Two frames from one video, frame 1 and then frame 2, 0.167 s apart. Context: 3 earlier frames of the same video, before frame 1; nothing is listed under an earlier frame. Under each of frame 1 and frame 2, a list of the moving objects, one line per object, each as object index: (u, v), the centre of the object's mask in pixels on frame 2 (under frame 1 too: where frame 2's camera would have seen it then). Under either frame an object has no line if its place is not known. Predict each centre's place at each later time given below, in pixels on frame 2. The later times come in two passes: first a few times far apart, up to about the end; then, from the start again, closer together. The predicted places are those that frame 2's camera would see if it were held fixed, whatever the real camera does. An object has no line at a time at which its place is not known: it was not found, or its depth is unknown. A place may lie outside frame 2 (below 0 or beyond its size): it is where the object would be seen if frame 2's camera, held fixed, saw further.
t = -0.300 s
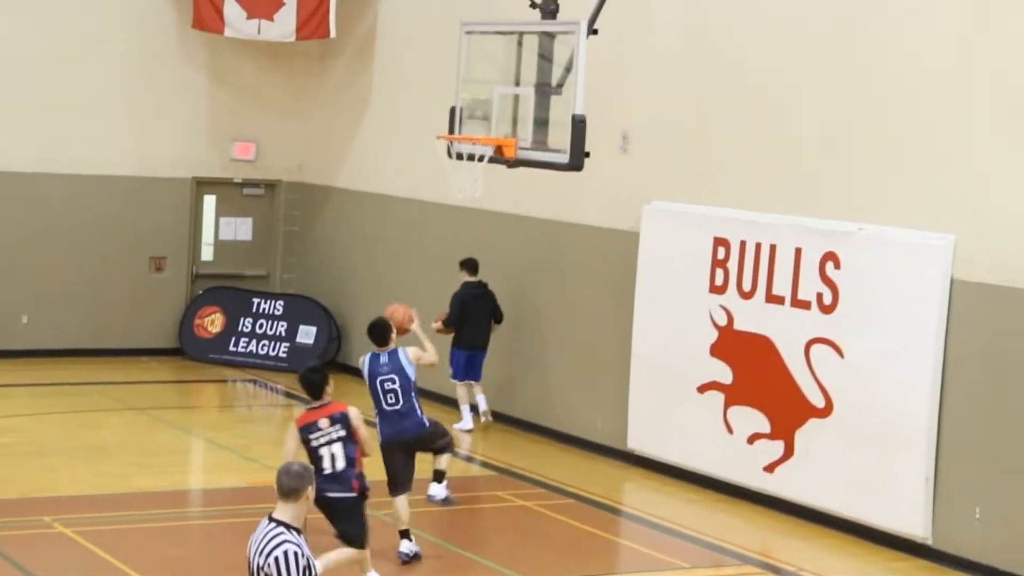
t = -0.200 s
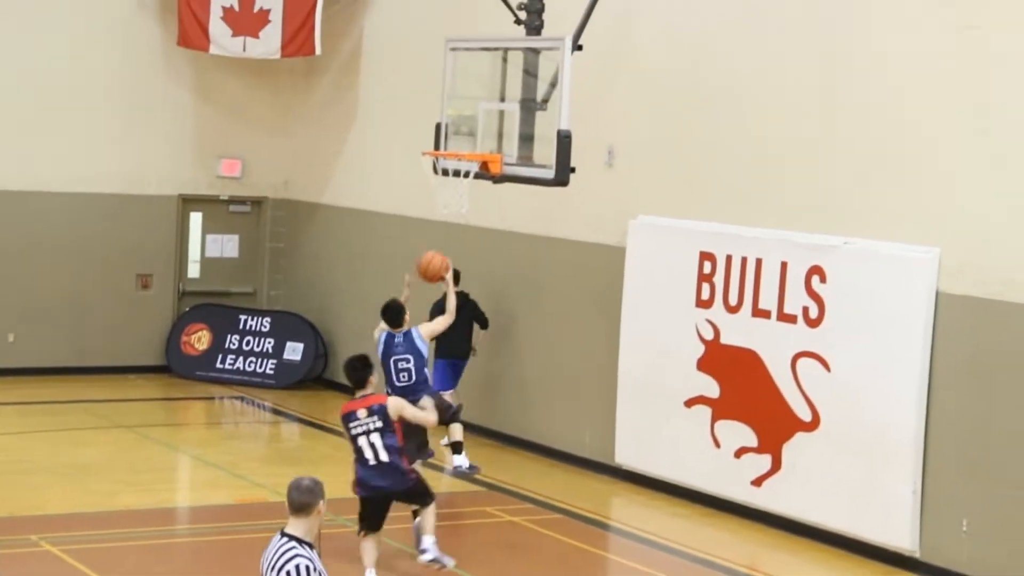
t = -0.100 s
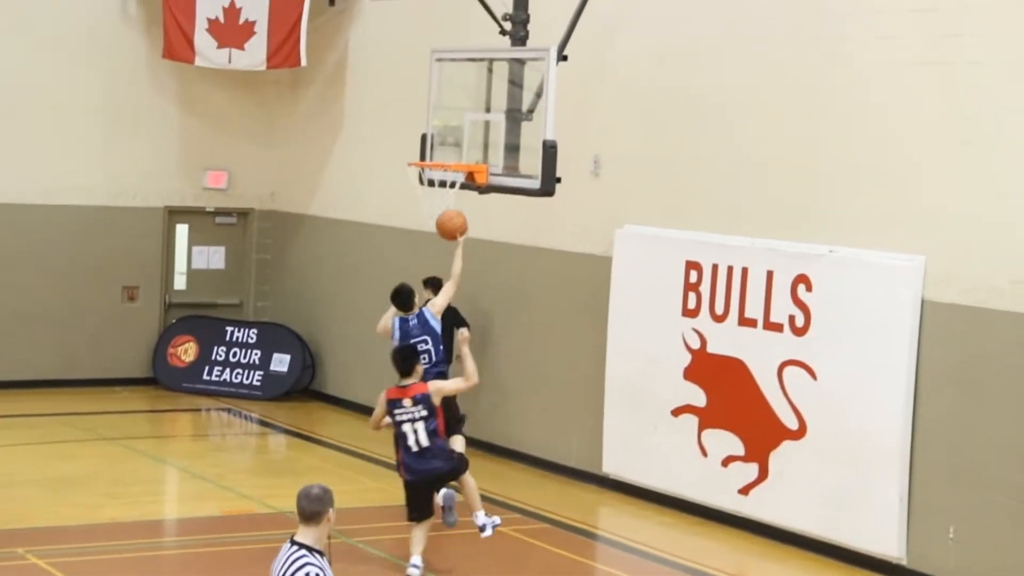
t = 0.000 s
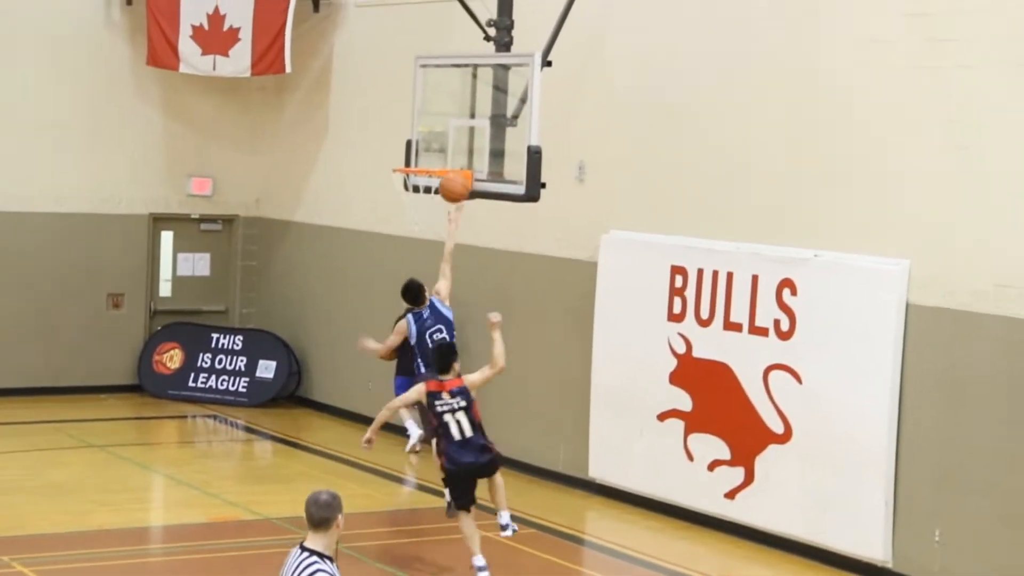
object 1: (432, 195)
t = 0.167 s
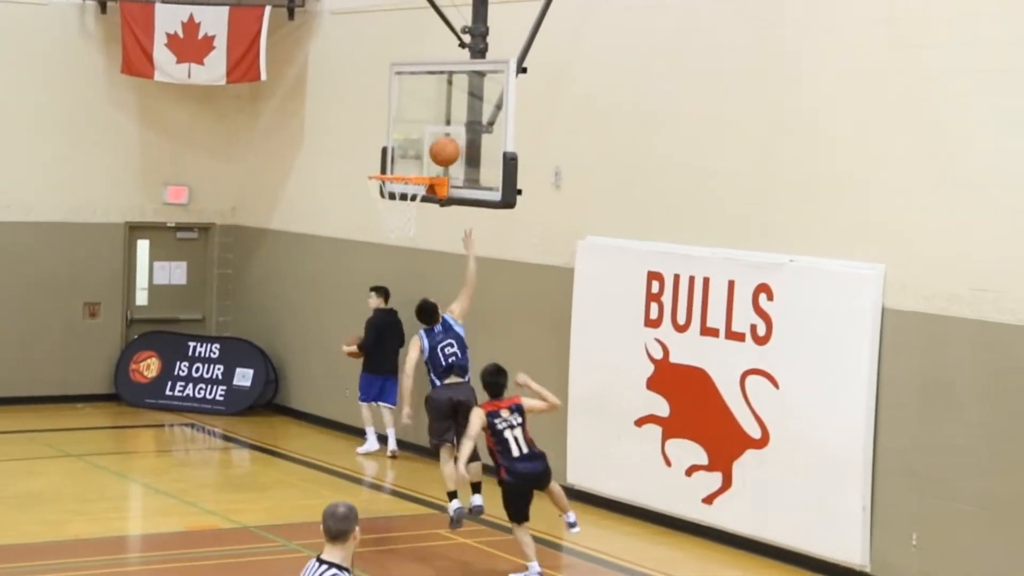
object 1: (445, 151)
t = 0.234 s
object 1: (429, 144)
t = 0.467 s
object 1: (375, 162)
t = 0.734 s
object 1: (384, 168)
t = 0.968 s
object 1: (400, 231)
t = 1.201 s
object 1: (412, 351)
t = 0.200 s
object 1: (436, 147)
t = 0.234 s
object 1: (429, 144)
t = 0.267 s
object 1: (421, 143)
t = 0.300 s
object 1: (413, 143)
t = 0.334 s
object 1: (406, 144)
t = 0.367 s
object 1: (397, 147)
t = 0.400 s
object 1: (390, 151)
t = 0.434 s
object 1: (382, 157)
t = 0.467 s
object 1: (375, 162)
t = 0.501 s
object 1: (376, 159)
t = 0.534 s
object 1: (377, 158)
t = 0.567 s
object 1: (378, 157)
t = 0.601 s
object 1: (379, 158)
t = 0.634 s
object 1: (380, 160)
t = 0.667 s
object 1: (381, 163)
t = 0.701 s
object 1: (382, 165)
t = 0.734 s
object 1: (384, 168)
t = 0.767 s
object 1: (386, 178)
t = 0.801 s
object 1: (389, 184)
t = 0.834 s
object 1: (392, 193)
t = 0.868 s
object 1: (394, 199)
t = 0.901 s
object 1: (396, 209)
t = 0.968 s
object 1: (400, 231)
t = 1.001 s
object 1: (401, 245)
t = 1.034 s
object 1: (403, 259)
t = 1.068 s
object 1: (405, 275)
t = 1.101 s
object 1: (407, 291)
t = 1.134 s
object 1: (409, 310)
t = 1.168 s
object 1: (410, 330)
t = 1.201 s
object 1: (412, 351)
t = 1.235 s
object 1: (413, 373)
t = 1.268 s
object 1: (415, 396)
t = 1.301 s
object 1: (417, 421)
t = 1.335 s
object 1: (418, 447)
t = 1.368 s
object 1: (419, 475)
